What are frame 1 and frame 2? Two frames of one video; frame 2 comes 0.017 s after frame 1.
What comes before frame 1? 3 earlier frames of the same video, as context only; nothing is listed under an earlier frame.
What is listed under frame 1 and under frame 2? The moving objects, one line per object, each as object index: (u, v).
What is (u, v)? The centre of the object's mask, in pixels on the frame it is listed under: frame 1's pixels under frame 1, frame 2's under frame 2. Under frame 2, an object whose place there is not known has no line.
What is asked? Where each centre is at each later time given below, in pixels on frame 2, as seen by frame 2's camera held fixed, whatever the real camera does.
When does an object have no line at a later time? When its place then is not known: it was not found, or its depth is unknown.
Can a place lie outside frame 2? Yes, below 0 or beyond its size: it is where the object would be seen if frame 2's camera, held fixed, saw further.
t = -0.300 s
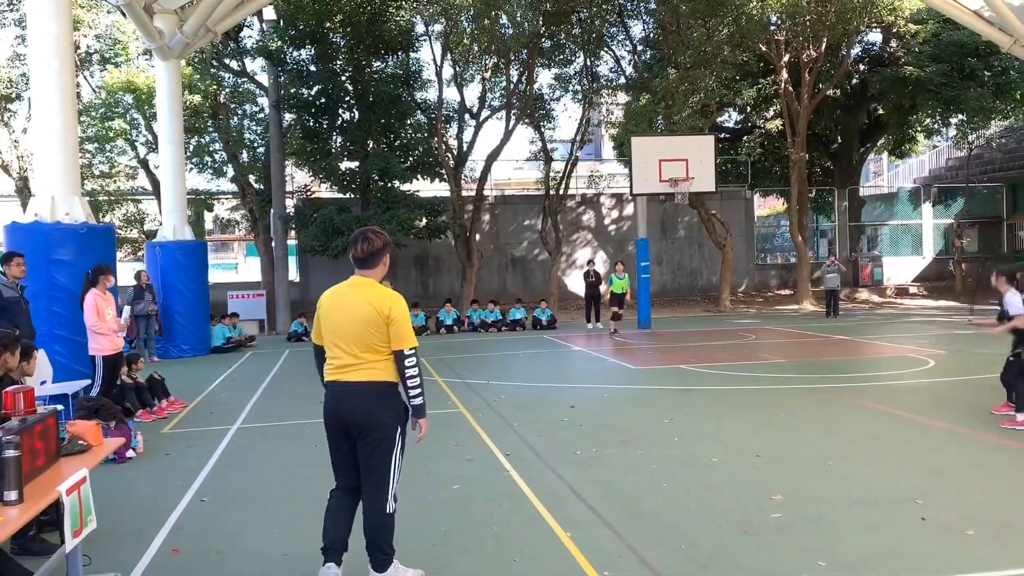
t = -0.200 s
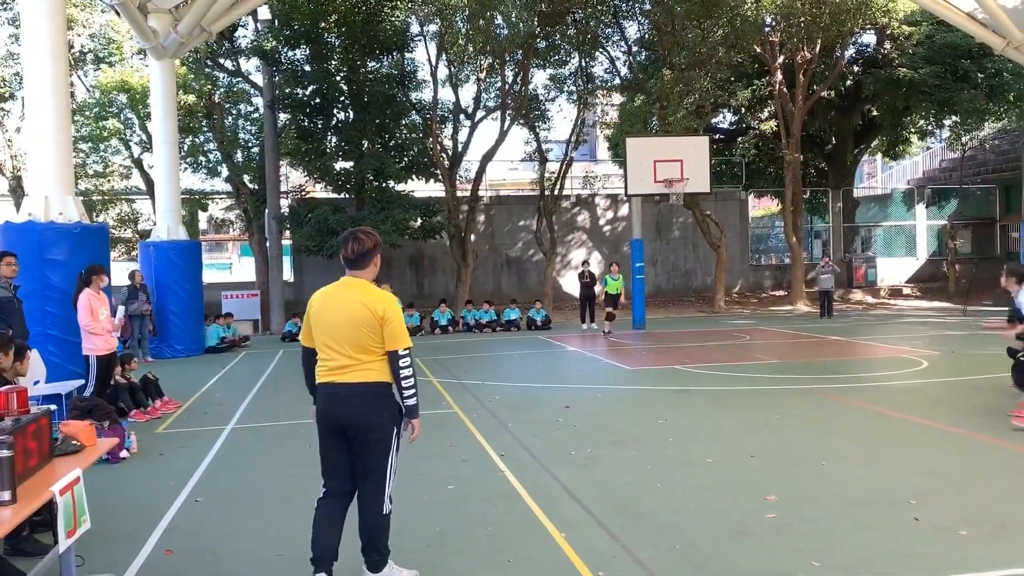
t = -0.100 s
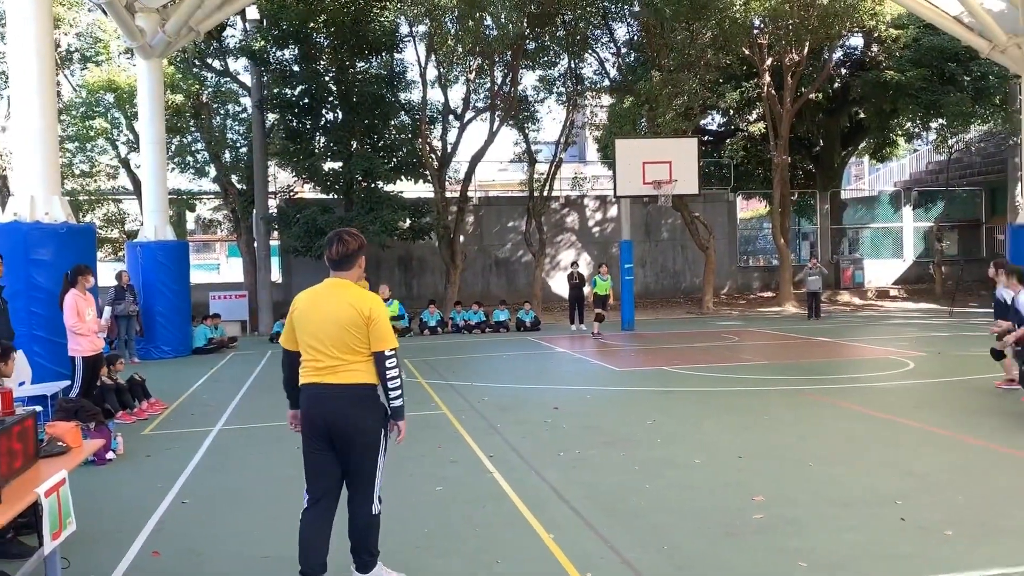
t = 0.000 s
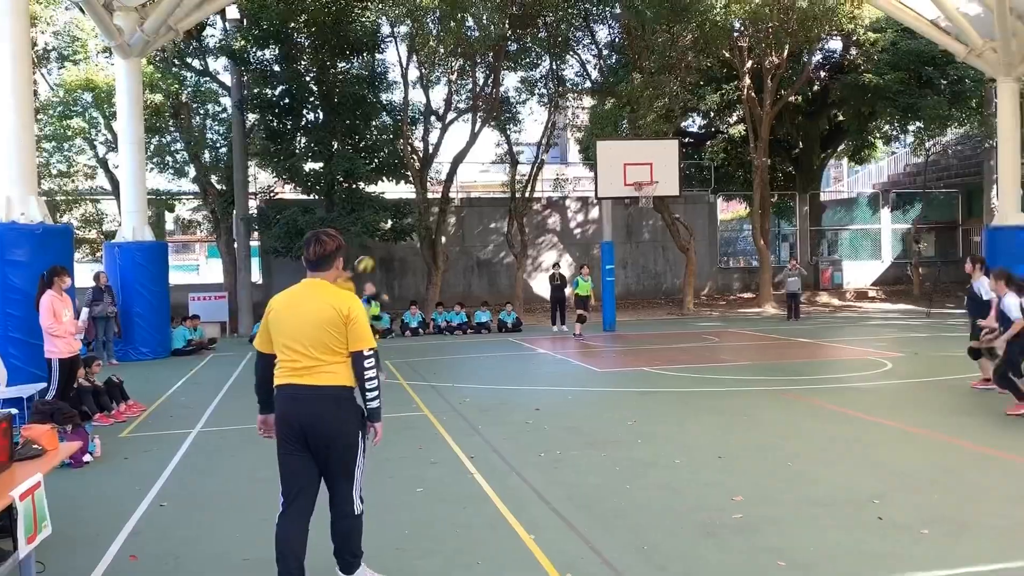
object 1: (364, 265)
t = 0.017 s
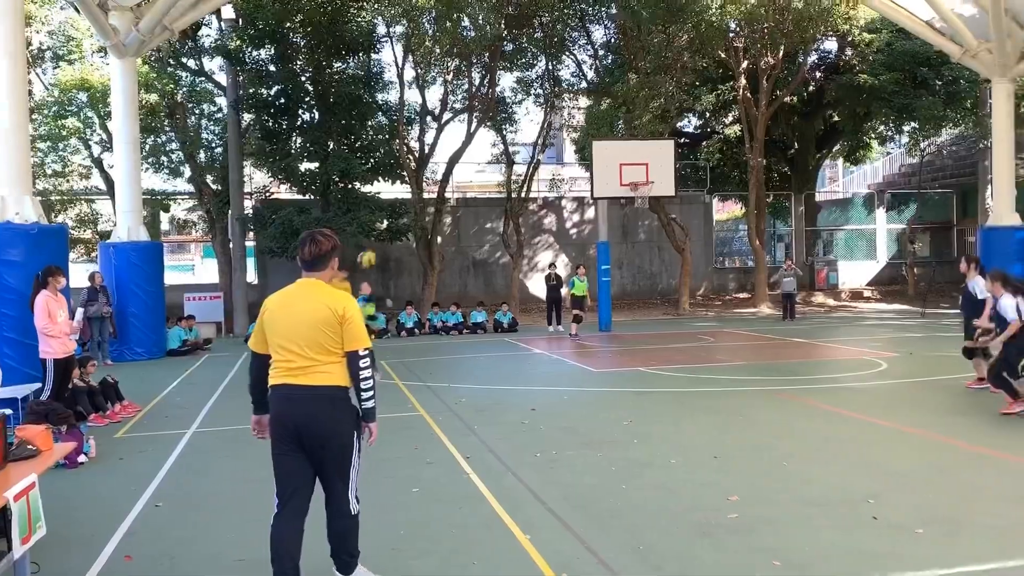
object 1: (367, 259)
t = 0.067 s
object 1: (390, 242)
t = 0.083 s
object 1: (397, 237)
